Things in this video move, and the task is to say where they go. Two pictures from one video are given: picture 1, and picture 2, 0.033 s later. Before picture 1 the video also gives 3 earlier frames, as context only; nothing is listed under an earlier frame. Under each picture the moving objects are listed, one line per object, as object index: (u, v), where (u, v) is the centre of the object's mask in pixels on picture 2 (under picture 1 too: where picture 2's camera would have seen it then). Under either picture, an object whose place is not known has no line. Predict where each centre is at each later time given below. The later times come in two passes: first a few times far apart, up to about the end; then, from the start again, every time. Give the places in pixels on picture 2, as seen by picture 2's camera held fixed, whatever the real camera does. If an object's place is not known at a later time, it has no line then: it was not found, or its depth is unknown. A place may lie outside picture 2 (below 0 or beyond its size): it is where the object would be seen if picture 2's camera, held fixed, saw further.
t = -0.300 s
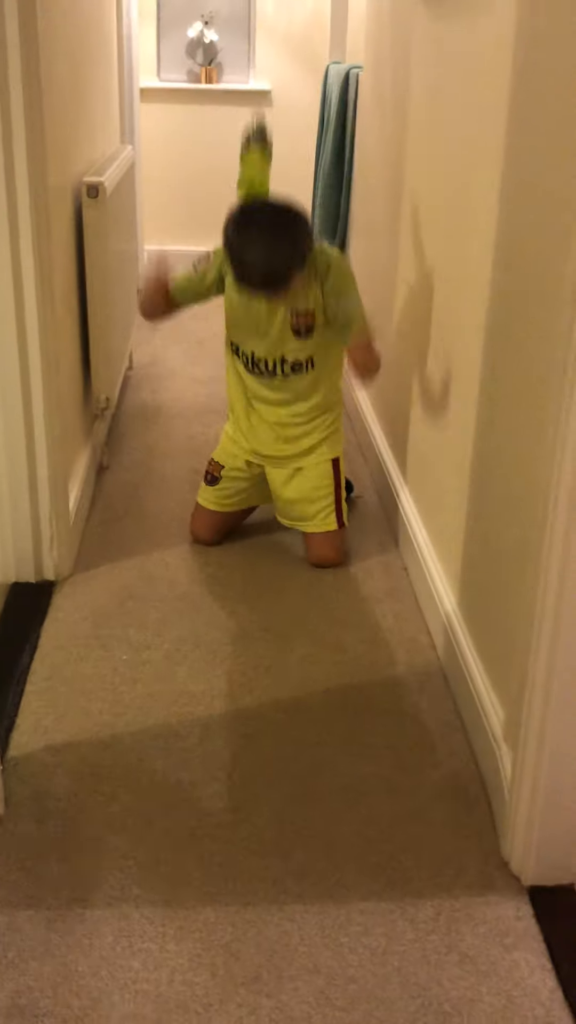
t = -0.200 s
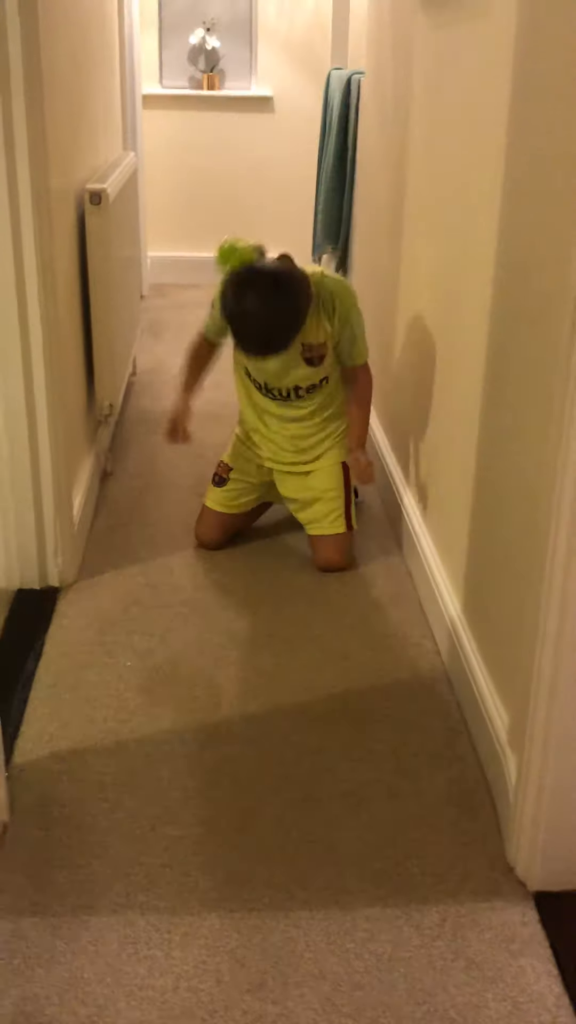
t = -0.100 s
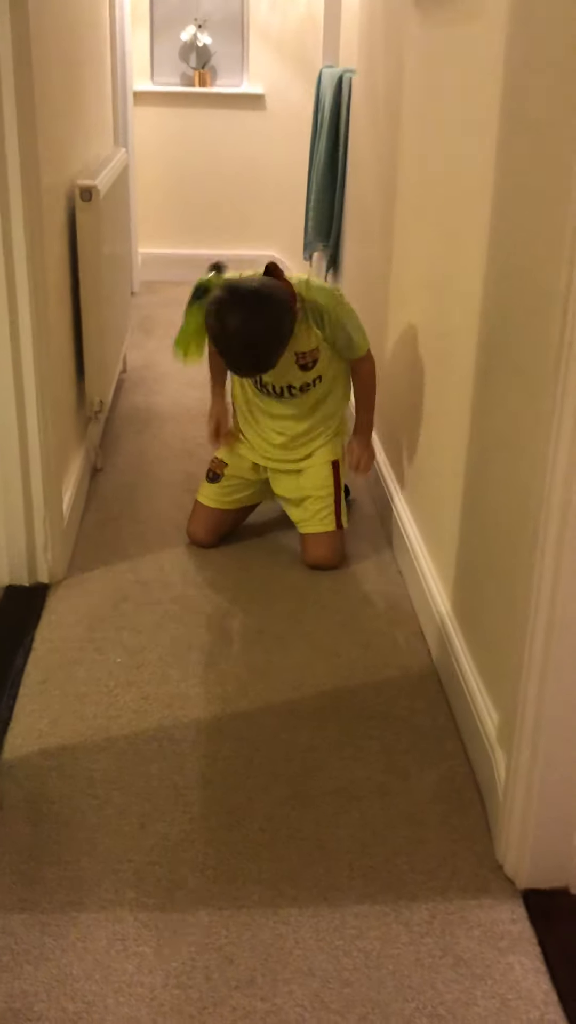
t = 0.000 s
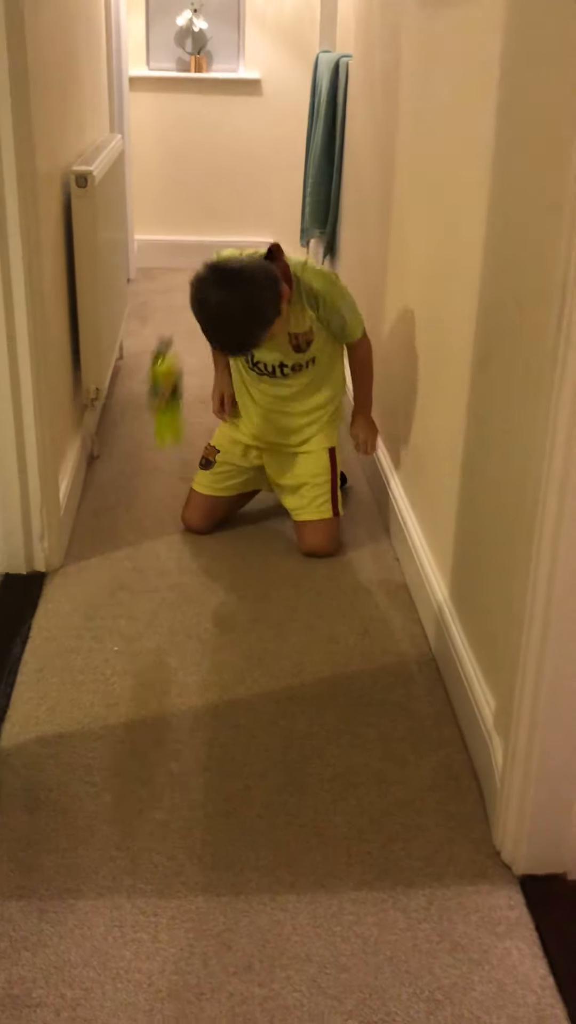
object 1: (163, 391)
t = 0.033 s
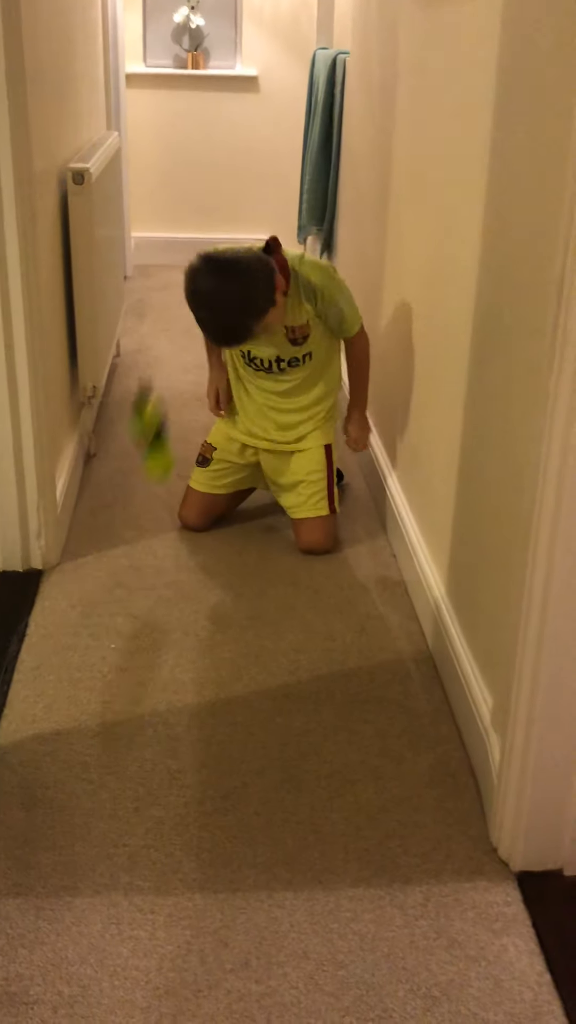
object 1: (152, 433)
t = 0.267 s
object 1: (87, 540)
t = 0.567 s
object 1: (44, 574)
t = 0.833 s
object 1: (55, 579)
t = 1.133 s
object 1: (51, 579)
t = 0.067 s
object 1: (141, 479)
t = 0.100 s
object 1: (133, 531)
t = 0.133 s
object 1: (123, 555)
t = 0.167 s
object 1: (115, 546)
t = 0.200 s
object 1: (106, 539)
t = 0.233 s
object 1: (96, 537)
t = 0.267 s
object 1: (87, 540)
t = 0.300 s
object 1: (79, 547)
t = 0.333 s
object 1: (72, 559)
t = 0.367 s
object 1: (63, 572)
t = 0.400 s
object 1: (54, 576)
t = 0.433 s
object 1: (50, 575)
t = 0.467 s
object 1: (47, 574)
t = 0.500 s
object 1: (45, 574)
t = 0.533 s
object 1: (44, 574)
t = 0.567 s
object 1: (44, 574)
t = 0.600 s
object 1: (45, 574)
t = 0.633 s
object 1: (46, 575)
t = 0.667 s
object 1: (48, 576)
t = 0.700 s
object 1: (50, 577)
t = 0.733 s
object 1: (53, 576)
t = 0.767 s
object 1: (53, 578)
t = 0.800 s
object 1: (54, 578)
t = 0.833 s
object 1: (55, 579)
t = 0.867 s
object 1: (55, 578)
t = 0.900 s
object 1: (55, 578)
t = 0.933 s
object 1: (55, 579)
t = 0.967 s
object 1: (54, 579)
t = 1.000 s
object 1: (52, 579)
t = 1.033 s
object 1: (51, 577)
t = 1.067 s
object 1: (50, 576)
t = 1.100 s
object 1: (51, 575)
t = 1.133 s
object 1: (51, 579)
